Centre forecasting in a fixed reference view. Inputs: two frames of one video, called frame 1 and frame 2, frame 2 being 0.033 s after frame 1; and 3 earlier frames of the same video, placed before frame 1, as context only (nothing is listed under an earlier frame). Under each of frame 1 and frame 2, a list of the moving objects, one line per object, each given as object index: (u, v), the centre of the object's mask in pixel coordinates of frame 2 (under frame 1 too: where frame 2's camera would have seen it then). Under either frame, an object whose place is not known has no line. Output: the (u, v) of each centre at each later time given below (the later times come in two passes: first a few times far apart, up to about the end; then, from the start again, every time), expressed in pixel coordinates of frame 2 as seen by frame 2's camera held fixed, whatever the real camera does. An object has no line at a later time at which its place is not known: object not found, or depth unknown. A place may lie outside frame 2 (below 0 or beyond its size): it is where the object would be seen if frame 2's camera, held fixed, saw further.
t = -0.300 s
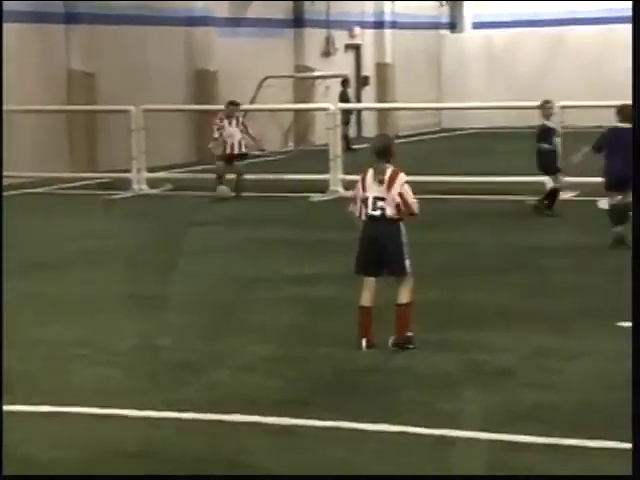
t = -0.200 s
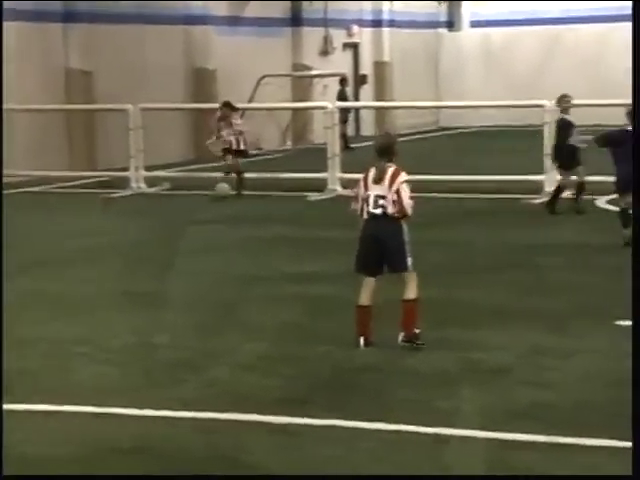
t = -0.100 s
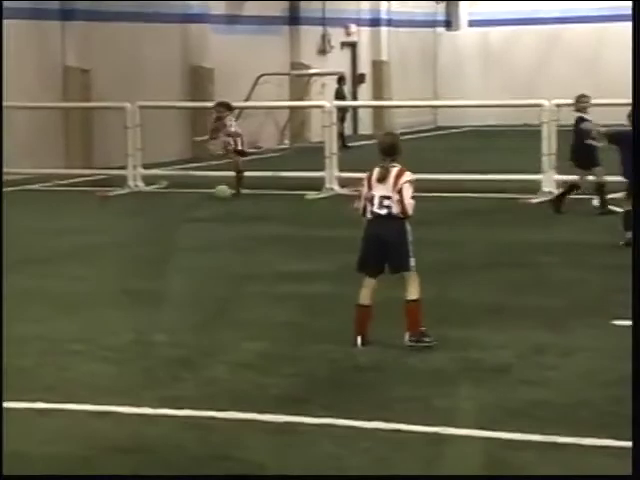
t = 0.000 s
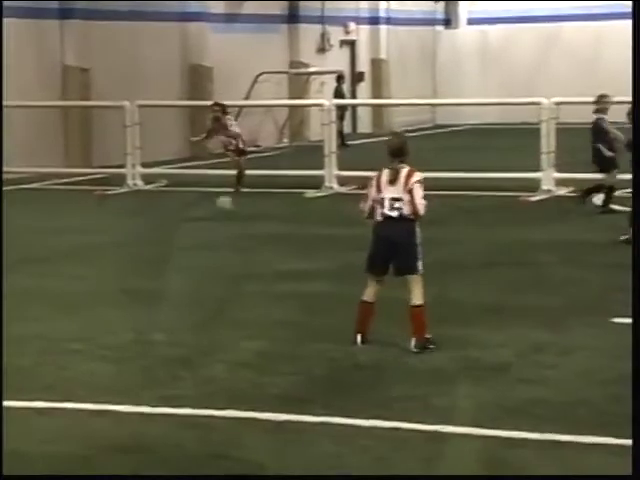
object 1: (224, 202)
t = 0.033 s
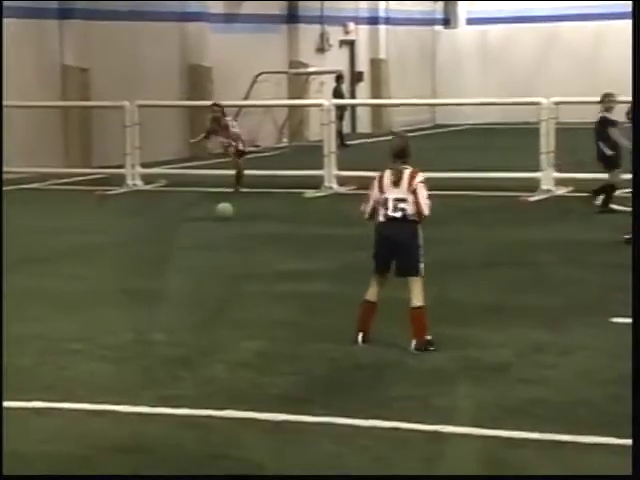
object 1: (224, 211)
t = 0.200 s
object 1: (226, 216)
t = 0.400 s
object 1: (227, 229)
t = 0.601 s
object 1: (227, 247)
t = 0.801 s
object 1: (227, 262)
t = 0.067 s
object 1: (224, 211)
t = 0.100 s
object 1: (224, 211)
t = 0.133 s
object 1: (225, 212)
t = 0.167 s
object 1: (225, 213)
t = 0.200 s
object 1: (226, 216)
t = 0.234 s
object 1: (227, 222)
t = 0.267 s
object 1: (227, 227)
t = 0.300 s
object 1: (227, 230)
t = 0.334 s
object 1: (227, 229)
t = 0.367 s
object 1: (227, 228)
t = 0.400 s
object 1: (227, 229)
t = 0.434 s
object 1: (228, 230)
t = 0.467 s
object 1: (227, 232)
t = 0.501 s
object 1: (227, 236)
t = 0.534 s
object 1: (228, 242)
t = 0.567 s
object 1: (228, 247)
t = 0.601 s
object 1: (227, 247)
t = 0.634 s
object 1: (227, 248)
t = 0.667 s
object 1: (227, 249)
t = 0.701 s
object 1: (227, 252)
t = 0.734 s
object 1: (227, 257)
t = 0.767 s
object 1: (227, 261)
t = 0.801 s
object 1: (227, 262)
